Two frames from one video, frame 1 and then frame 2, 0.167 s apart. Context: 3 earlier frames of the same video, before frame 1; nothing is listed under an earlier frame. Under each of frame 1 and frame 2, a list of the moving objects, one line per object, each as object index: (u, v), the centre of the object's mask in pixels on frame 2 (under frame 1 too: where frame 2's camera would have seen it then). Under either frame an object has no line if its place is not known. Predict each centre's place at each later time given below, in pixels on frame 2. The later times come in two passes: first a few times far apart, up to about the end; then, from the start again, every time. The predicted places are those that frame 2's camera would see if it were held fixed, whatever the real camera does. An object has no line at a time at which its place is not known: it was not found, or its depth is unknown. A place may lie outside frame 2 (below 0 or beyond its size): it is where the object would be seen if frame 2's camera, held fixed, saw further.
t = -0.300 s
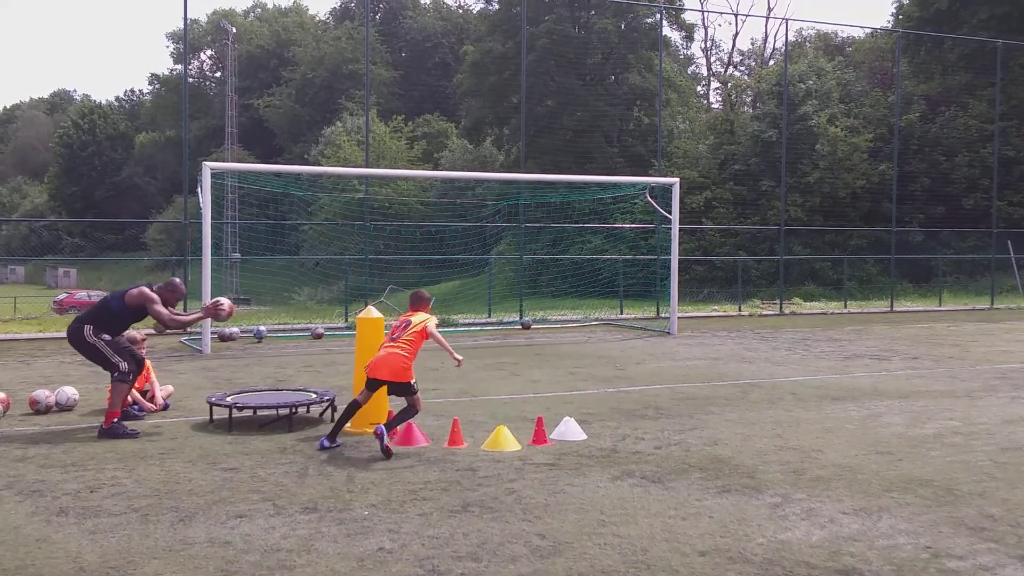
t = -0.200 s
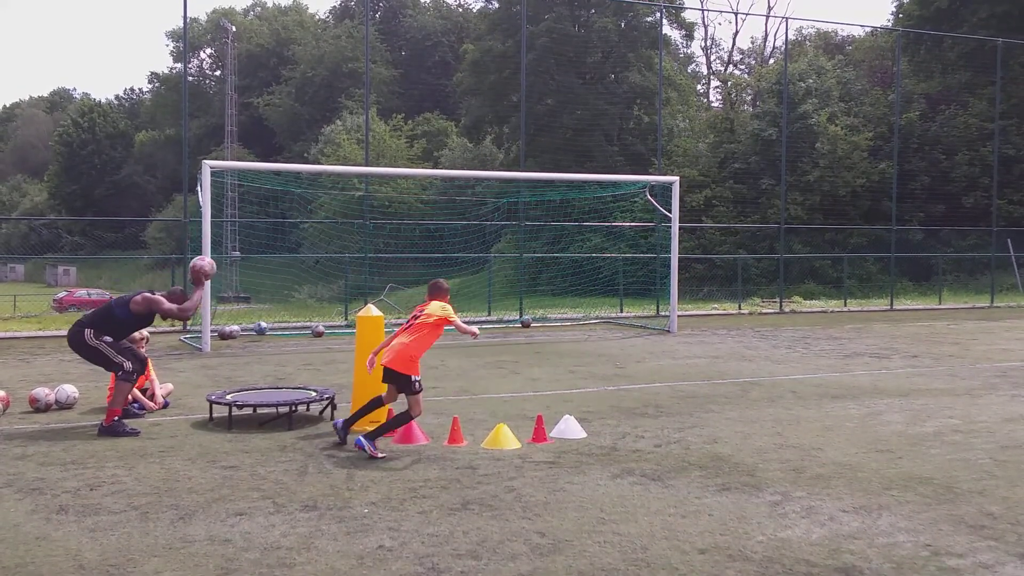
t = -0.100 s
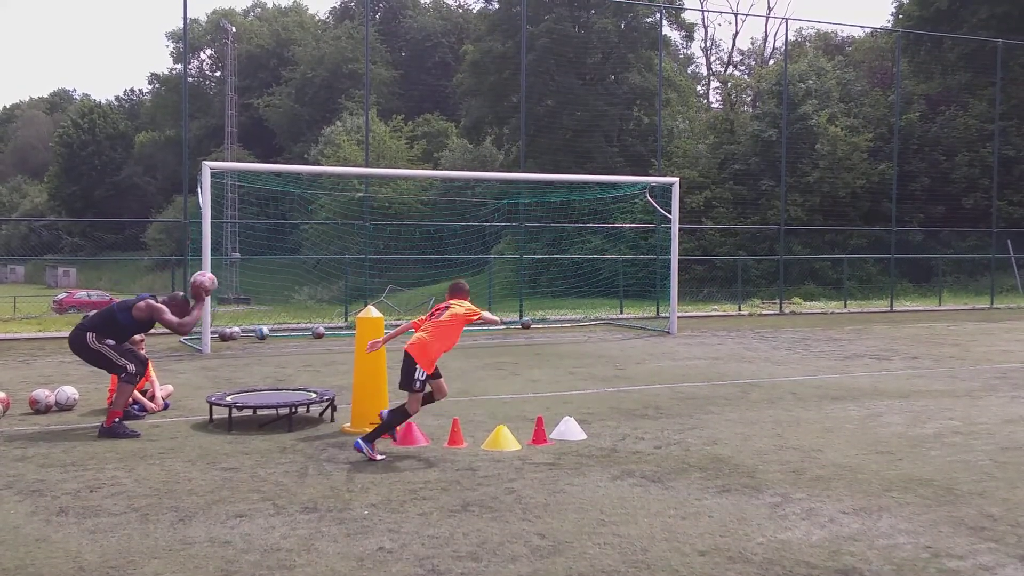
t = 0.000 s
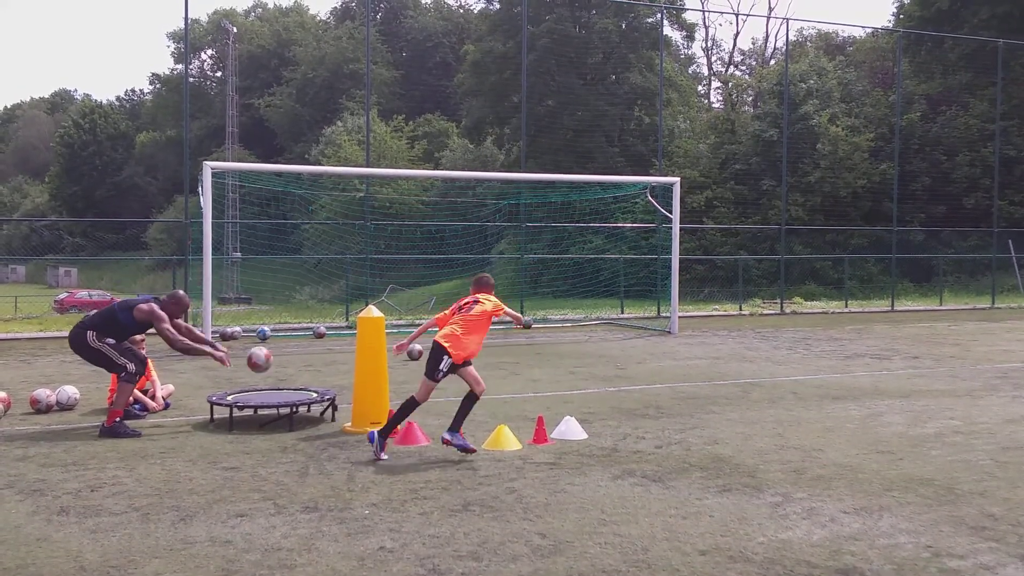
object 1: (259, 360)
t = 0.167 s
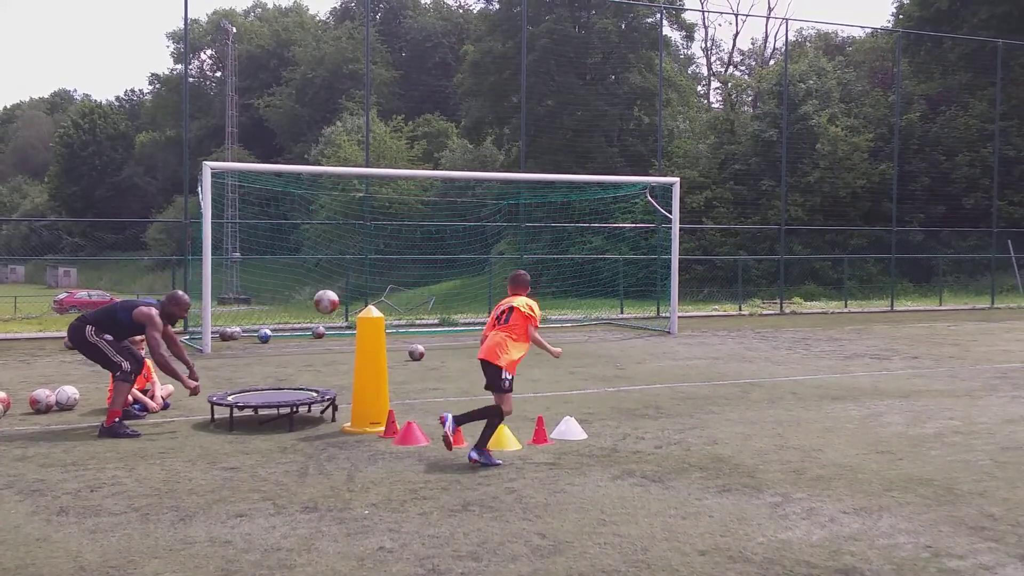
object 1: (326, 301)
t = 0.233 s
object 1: (347, 262)
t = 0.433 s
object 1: (412, 173)
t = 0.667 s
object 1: (486, 131)
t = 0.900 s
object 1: (559, 150)
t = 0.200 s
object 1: (337, 281)
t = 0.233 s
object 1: (347, 262)
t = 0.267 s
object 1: (358, 244)
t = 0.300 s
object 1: (369, 227)
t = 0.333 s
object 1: (379, 212)
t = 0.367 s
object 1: (390, 198)
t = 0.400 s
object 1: (401, 184)
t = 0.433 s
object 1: (412, 173)
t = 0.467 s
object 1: (422, 163)
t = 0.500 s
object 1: (433, 155)
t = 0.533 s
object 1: (443, 147)
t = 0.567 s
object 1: (454, 141)
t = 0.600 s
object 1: (464, 136)
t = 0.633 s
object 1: (475, 133)
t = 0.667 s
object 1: (486, 131)
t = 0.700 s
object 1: (496, 130)
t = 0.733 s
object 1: (507, 129)
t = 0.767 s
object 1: (517, 131)
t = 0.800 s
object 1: (527, 134)
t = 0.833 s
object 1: (538, 139)
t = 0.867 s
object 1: (548, 144)
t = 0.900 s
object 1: (559, 150)
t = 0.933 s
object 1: (569, 158)
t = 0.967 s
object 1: (579, 167)
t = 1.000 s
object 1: (589, 177)
